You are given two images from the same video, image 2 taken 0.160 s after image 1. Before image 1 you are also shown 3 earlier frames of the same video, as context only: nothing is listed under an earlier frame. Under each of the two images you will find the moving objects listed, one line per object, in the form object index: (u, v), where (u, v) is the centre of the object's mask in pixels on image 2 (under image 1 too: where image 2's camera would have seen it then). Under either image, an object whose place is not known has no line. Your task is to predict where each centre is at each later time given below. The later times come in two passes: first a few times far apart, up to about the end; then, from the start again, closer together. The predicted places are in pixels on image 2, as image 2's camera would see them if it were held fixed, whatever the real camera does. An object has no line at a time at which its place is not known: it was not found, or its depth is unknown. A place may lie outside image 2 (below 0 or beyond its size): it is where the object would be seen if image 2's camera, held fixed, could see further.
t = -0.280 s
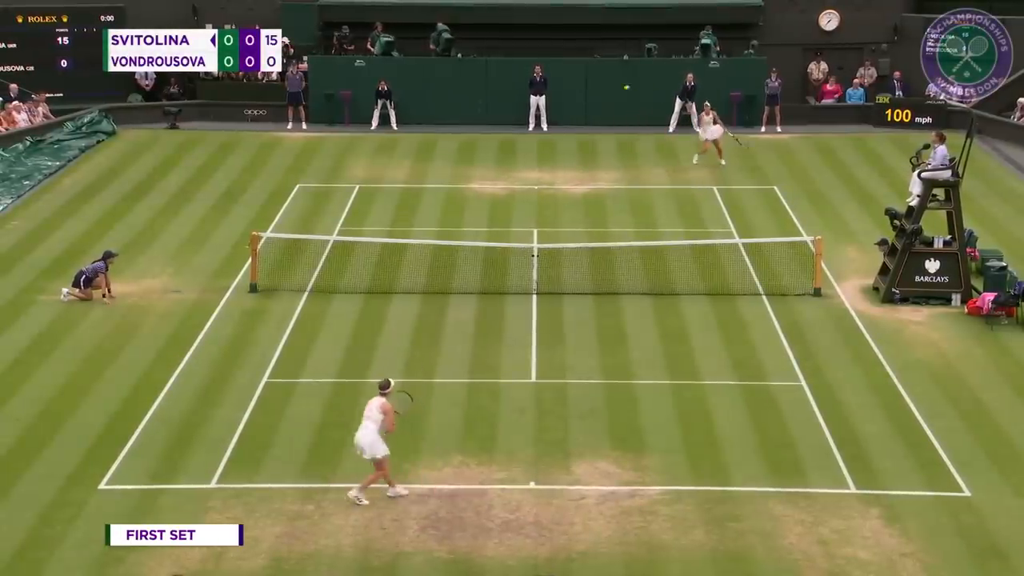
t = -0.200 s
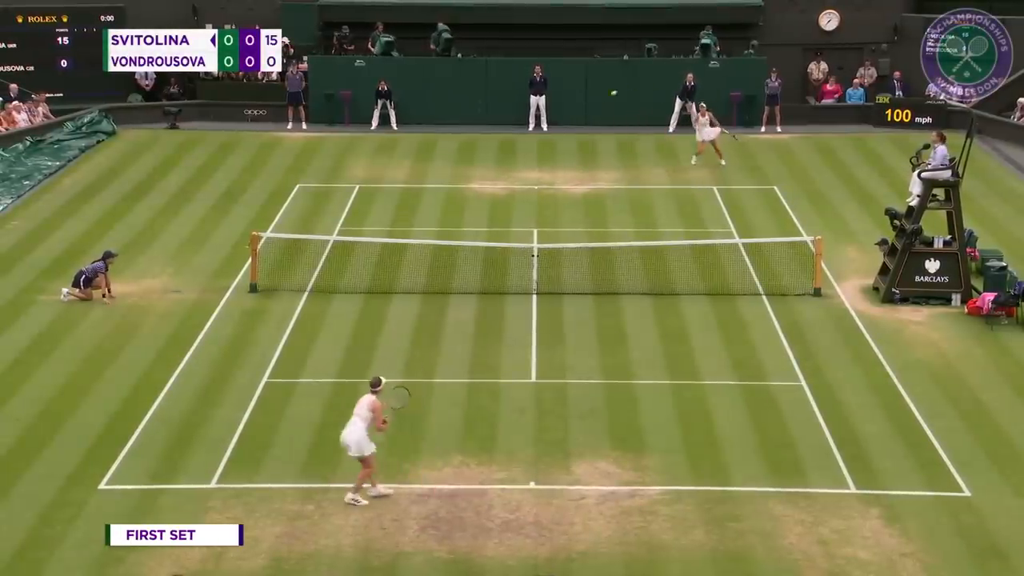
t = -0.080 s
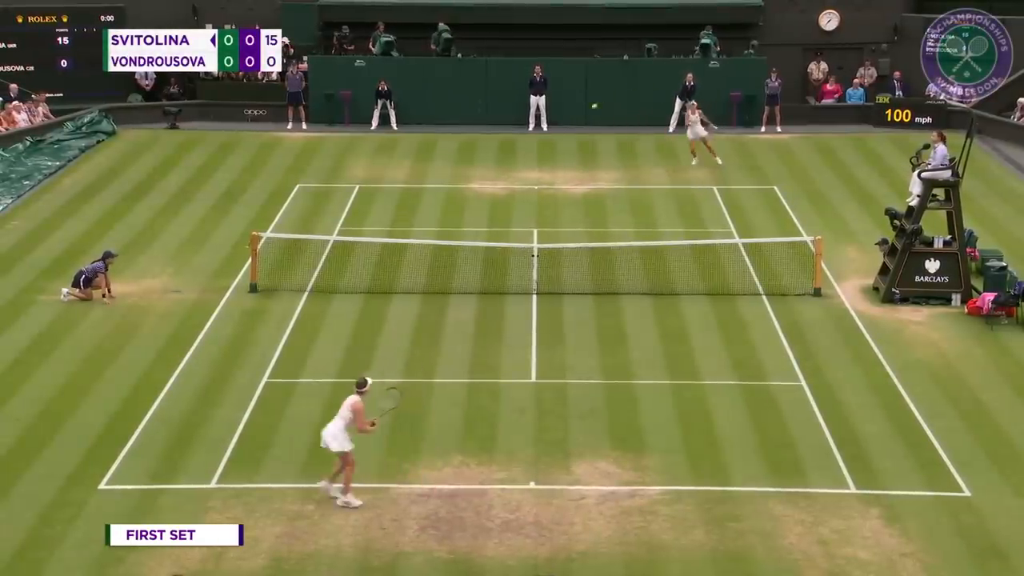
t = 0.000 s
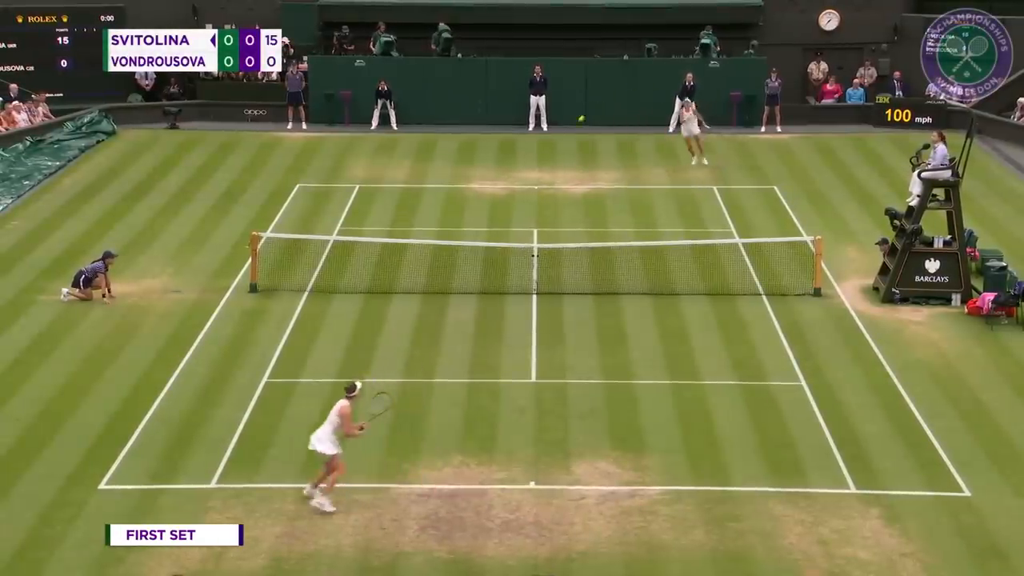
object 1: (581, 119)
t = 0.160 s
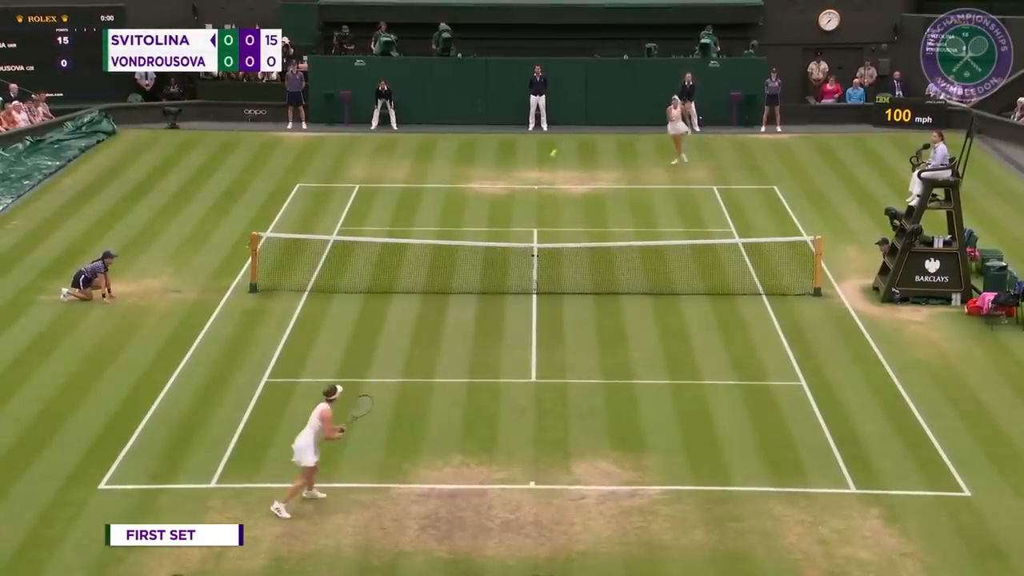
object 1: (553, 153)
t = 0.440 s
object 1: (501, 249)
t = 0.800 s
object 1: (427, 448)
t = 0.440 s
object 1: (501, 249)
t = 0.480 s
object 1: (494, 265)
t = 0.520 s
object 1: (486, 285)
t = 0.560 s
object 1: (477, 304)
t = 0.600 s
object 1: (469, 326)
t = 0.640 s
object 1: (462, 347)
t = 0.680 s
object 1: (453, 370)
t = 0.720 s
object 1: (445, 395)
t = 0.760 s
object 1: (436, 420)
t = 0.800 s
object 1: (427, 448)
